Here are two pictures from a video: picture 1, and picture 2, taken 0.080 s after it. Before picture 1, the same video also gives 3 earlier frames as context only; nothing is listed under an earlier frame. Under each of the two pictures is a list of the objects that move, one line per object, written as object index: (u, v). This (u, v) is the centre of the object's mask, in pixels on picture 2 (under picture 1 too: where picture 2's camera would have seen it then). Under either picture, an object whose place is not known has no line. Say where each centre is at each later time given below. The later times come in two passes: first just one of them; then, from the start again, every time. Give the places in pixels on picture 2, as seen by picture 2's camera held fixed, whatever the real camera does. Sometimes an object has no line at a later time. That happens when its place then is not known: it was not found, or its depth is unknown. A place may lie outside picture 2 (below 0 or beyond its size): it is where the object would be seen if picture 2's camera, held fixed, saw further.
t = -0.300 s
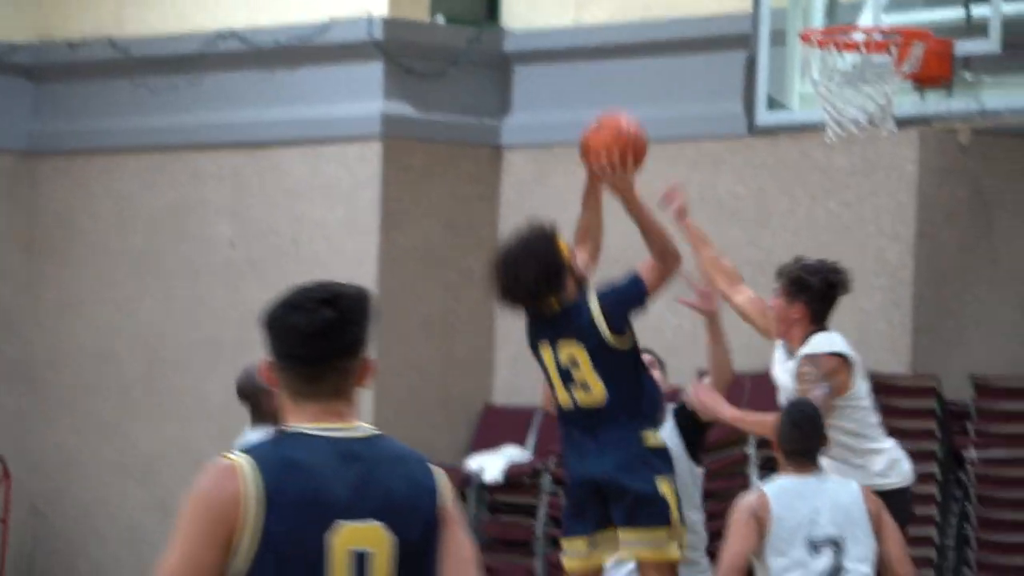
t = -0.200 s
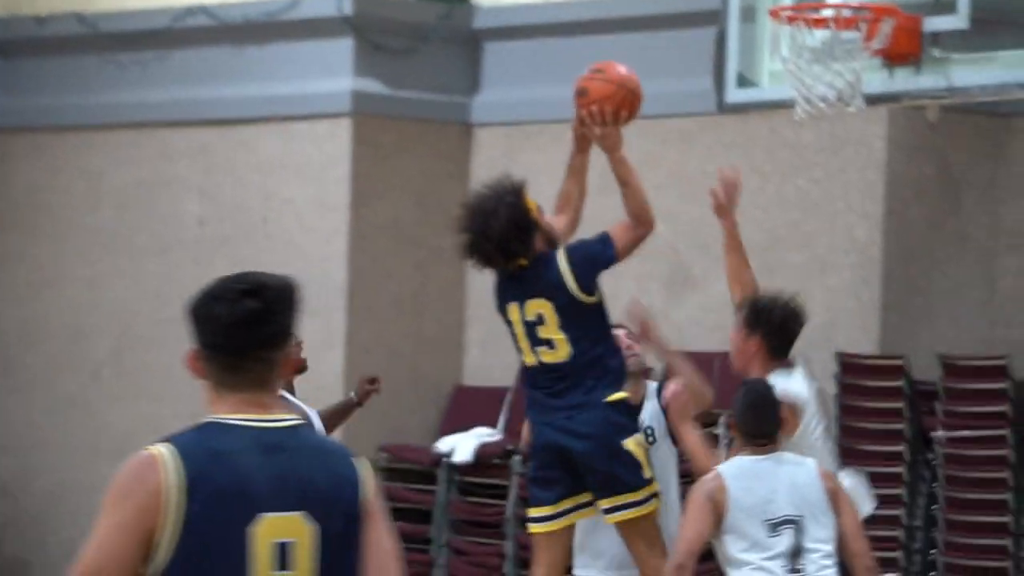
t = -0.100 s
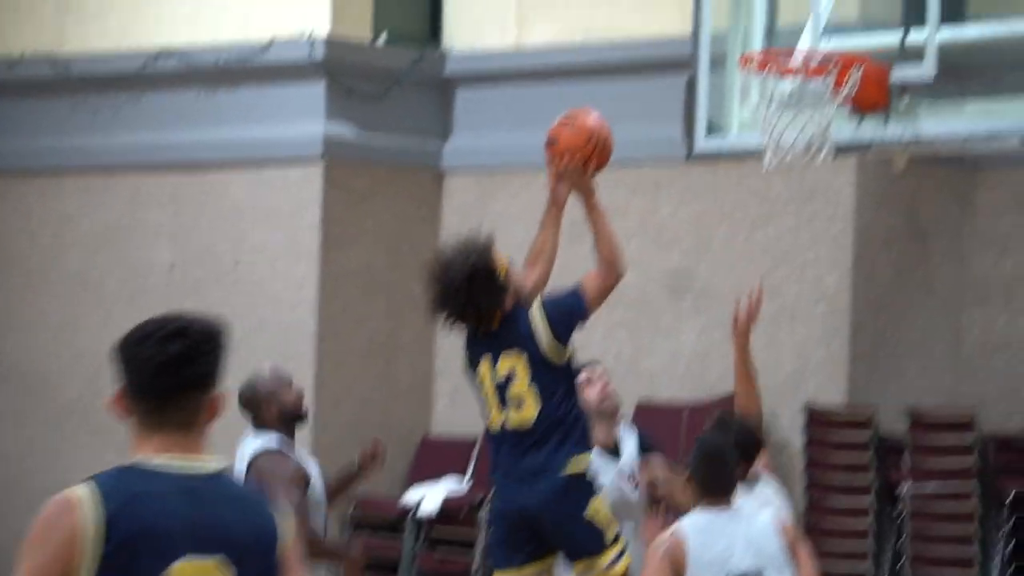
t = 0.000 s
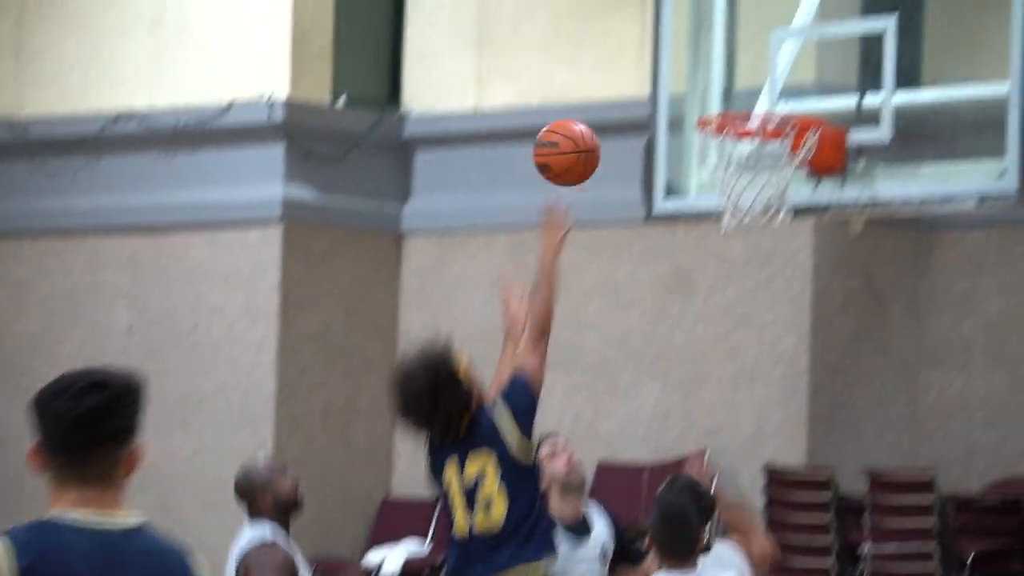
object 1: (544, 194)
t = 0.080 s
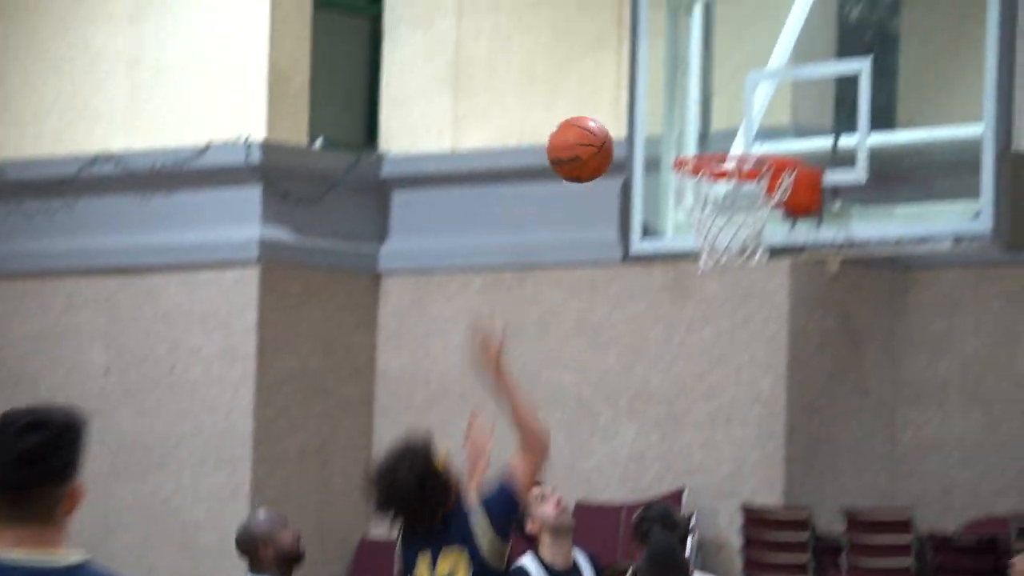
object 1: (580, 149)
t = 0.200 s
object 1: (632, 115)
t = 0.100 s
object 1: (589, 141)
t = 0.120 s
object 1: (598, 134)
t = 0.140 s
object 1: (606, 127)
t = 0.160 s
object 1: (615, 122)
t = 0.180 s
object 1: (624, 118)
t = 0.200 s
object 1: (632, 115)
